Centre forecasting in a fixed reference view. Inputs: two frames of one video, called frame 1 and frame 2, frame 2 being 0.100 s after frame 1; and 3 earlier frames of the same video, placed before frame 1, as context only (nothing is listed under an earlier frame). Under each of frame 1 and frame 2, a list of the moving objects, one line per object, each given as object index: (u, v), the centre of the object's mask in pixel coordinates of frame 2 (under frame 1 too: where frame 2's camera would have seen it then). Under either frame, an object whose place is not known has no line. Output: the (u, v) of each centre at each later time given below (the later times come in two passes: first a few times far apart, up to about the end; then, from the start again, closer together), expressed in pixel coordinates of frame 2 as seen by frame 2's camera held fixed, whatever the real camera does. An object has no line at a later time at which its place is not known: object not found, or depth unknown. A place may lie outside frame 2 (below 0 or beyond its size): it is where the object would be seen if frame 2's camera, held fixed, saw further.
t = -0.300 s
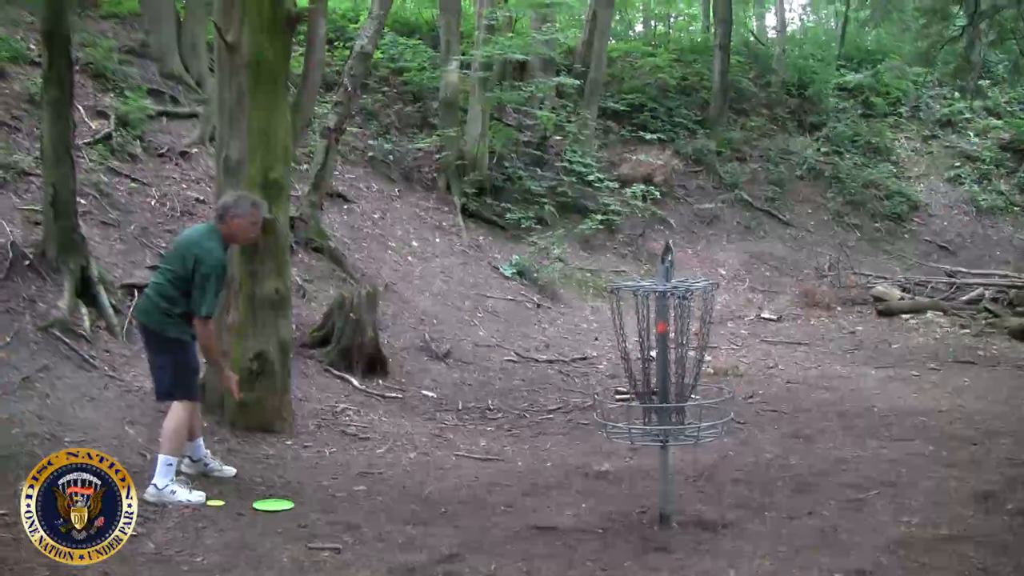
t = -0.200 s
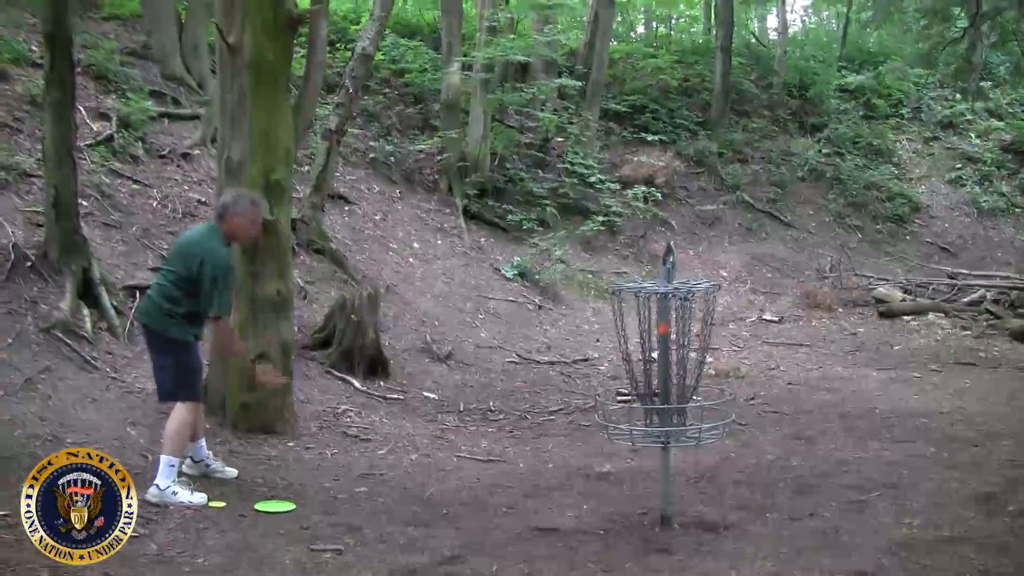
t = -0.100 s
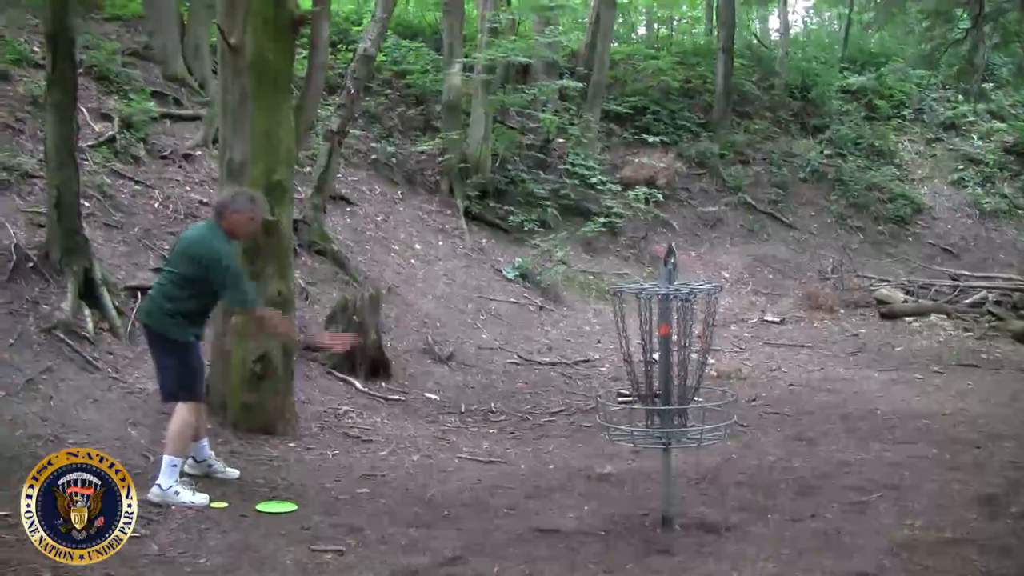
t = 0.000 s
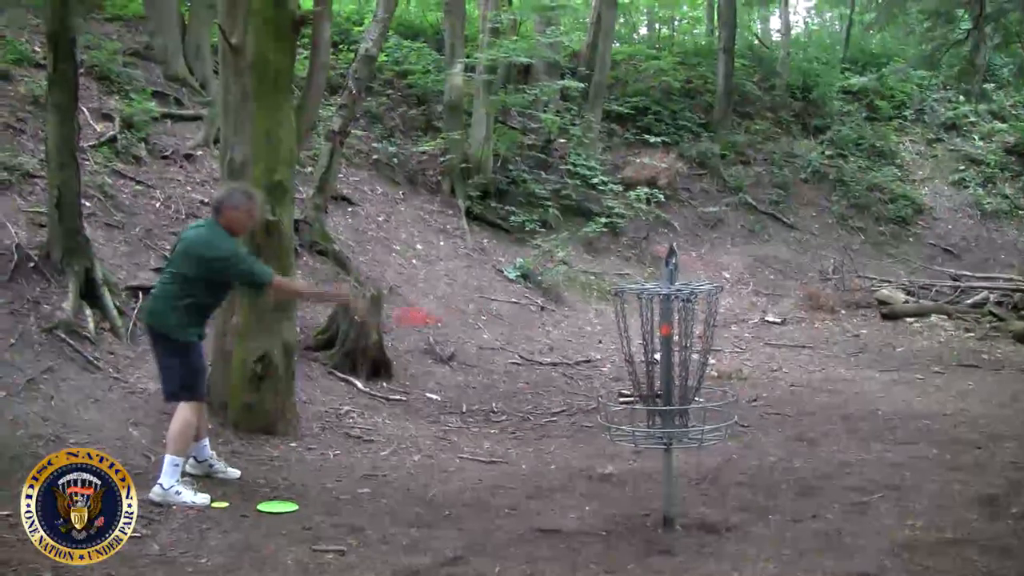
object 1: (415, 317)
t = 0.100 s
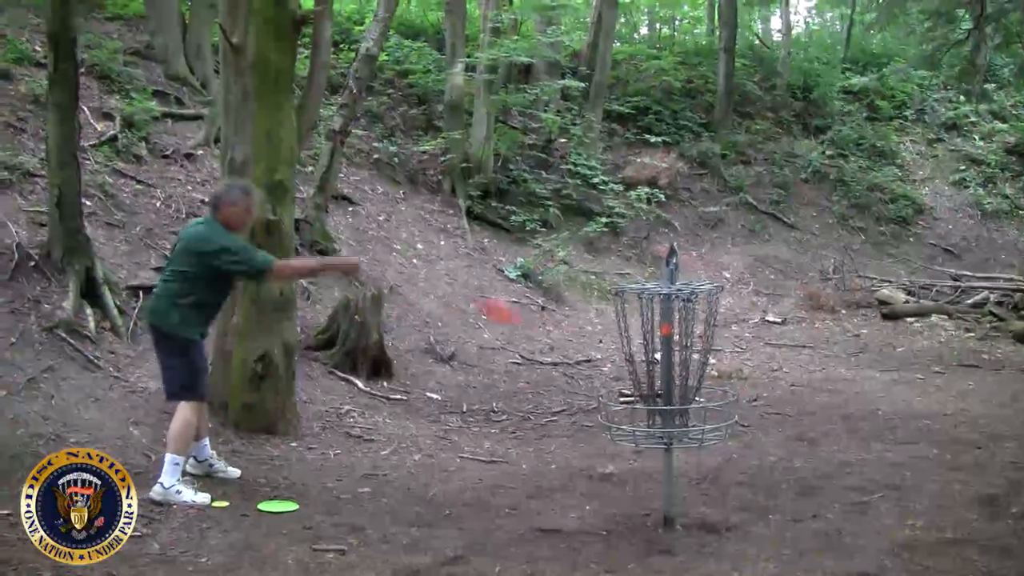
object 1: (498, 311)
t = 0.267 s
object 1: (627, 349)
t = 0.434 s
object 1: (650, 411)
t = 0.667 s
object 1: (638, 422)
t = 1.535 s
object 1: (635, 431)
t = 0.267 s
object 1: (627, 349)
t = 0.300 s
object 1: (637, 362)
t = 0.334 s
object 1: (642, 371)
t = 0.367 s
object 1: (645, 381)
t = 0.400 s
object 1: (647, 391)
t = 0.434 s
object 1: (650, 411)
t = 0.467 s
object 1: (650, 414)
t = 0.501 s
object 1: (646, 420)
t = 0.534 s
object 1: (647, 419)
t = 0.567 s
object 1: (643, 420)
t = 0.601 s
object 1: (641, 419)
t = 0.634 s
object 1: (640, 420)
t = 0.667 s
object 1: (638, 422)
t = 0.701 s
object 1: (635, 426)
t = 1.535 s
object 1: (635, 431)
